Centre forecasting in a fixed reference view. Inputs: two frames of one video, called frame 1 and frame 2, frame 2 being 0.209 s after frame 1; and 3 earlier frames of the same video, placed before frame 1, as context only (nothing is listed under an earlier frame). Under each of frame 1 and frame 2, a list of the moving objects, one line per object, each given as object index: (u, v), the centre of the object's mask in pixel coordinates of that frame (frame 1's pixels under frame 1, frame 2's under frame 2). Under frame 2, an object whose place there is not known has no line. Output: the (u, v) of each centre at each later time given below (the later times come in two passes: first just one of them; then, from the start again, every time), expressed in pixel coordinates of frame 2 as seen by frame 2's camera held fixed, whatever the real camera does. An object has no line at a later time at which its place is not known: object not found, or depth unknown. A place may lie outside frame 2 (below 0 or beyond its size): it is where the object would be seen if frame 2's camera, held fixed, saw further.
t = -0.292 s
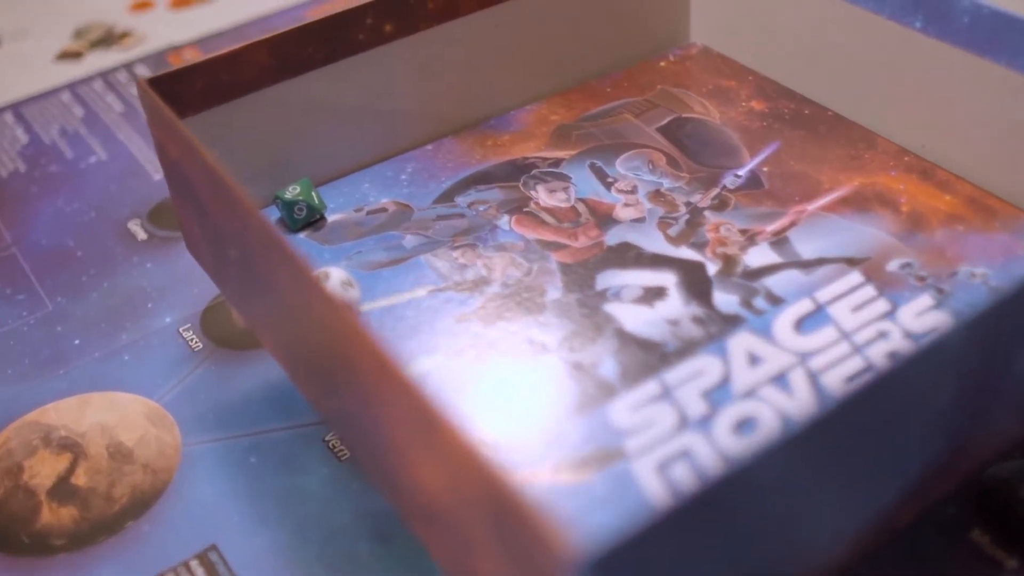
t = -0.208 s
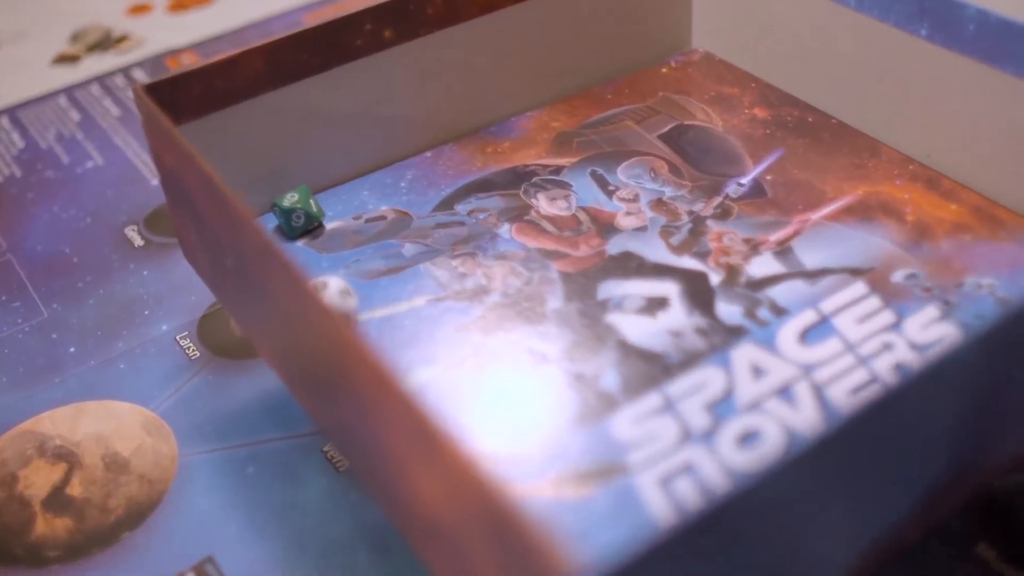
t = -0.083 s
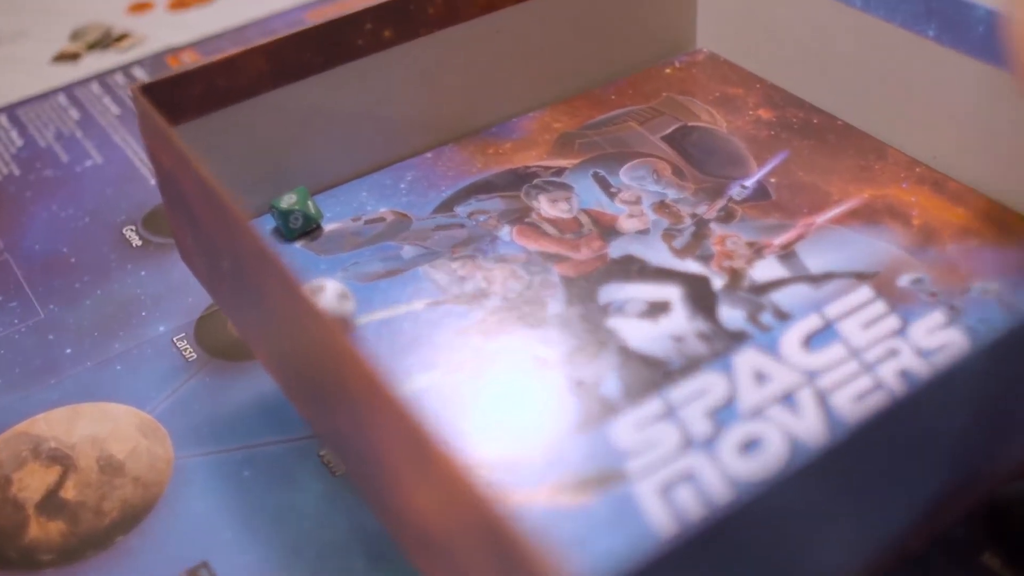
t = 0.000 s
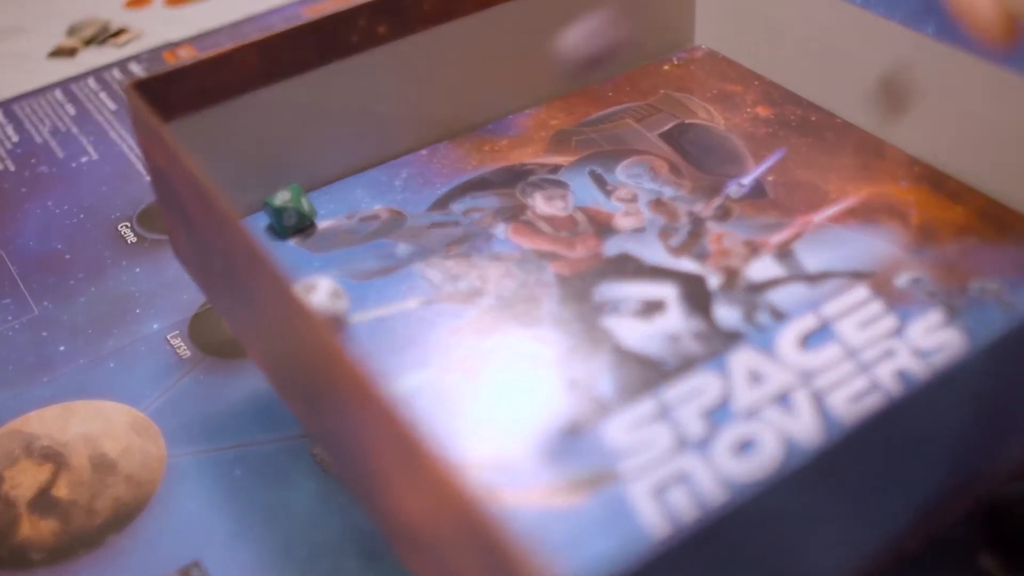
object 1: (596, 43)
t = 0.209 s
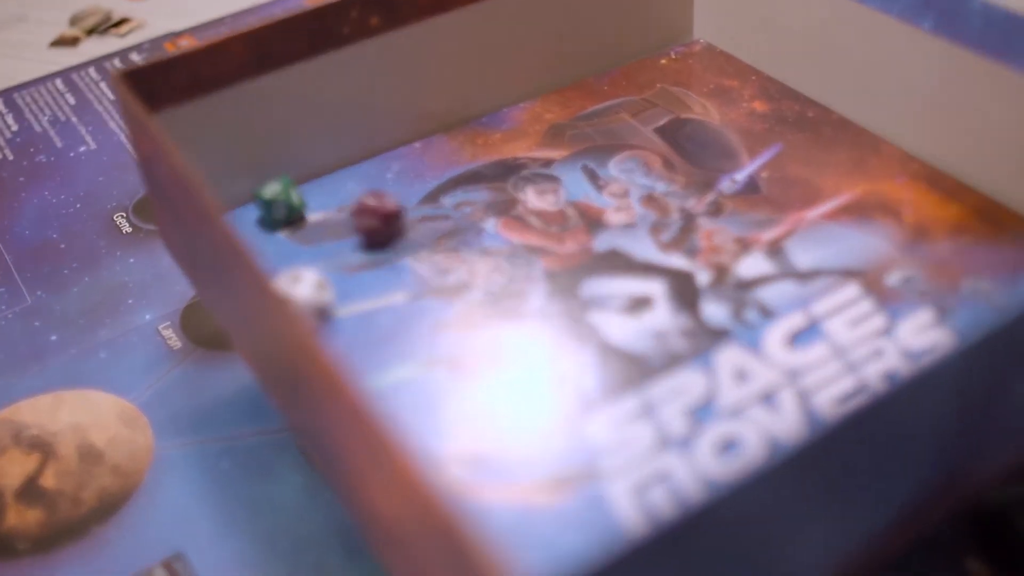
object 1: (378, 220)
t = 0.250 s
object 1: (425, 223)
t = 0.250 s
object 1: (425, 223)
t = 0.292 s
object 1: (484, 225)
